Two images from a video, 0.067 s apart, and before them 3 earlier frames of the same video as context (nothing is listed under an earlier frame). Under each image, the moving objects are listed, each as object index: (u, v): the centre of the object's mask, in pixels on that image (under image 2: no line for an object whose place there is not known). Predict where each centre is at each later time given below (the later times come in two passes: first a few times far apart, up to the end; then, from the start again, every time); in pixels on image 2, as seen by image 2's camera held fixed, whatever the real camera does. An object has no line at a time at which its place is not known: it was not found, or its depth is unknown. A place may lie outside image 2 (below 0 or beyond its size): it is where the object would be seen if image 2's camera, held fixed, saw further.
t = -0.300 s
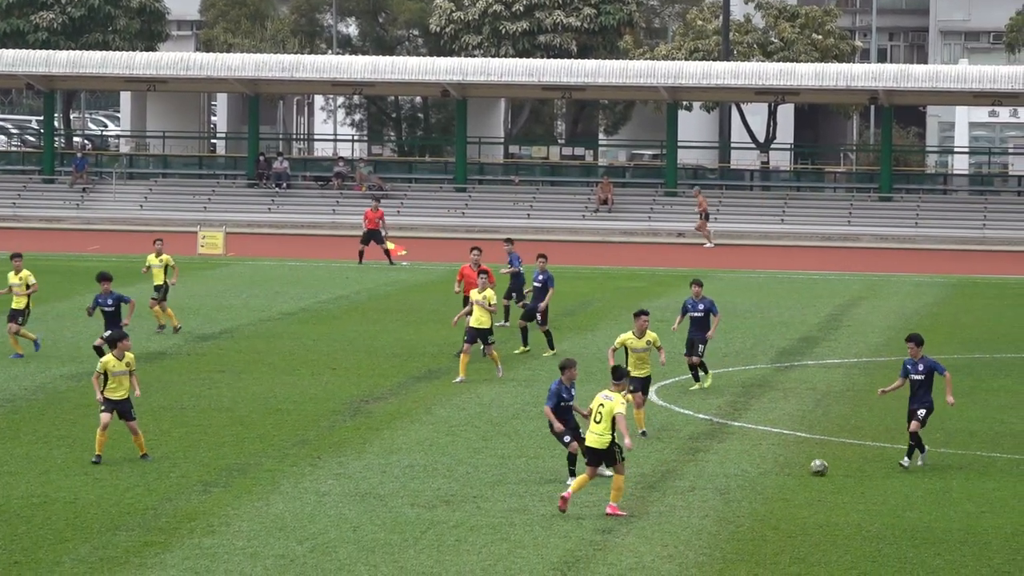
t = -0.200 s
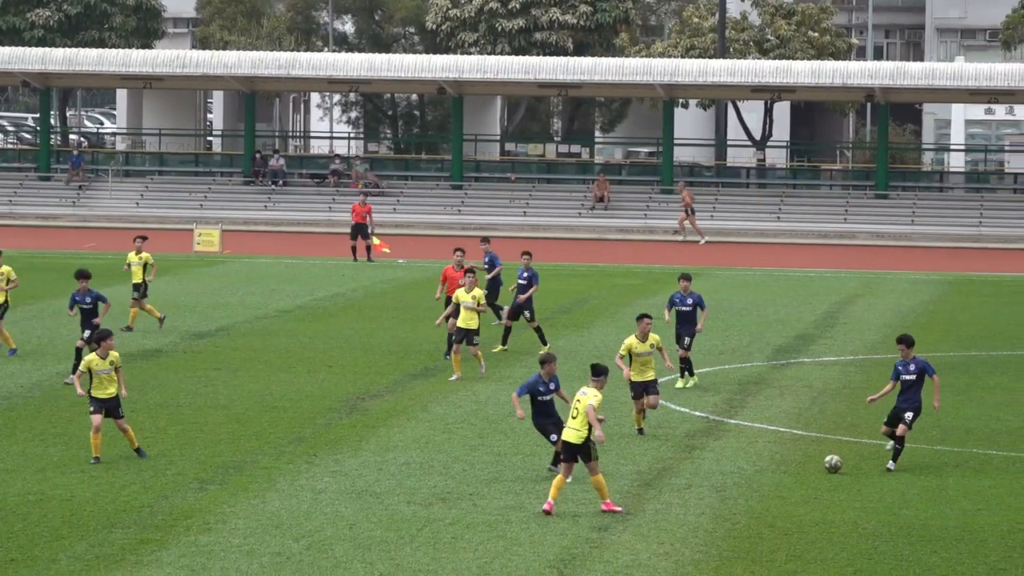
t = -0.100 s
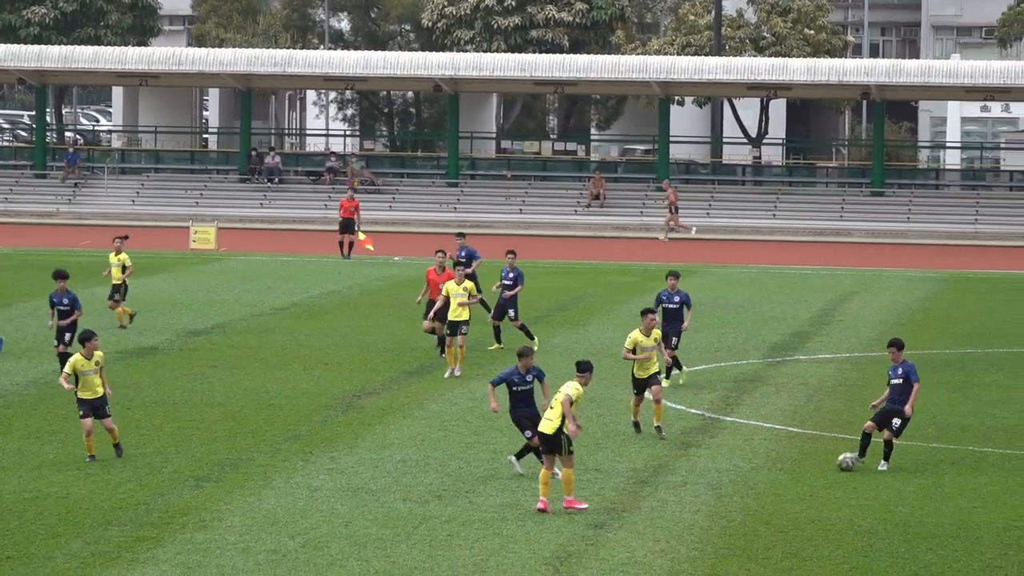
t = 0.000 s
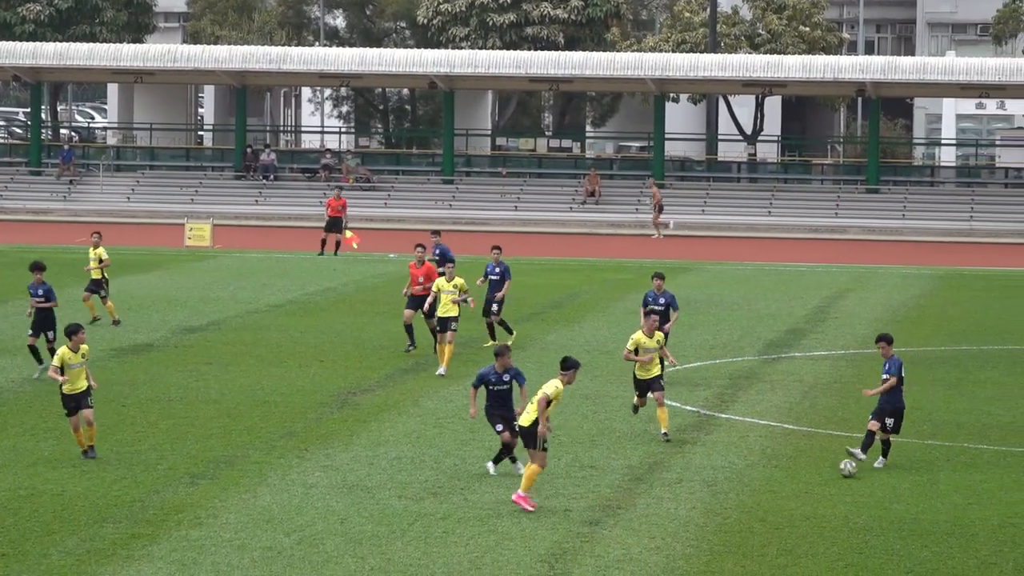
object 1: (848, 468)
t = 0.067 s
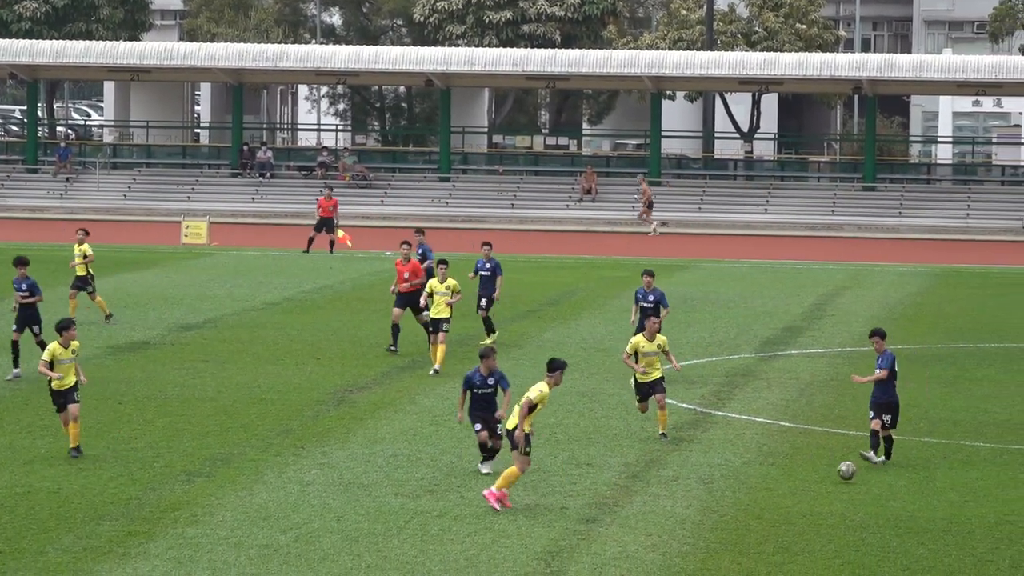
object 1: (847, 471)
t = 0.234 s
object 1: (853, 494)
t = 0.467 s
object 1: (865, 522)
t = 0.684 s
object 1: (879, 550)
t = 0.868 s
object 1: (891, 575)
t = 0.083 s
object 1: (847, 473)
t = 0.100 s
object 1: (847, 475)
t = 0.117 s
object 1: (848, 478)
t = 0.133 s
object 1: (849, 481)
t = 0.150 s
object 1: (849, 484)
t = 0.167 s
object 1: (851, 488)
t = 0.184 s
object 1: (851, 492)
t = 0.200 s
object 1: (852, 493)
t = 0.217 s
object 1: (853, 494)
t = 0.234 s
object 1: (853, 494)
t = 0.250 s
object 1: (854, 494)
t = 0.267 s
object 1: (855, 495)
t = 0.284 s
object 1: (855, 496)
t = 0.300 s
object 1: (857, 497)
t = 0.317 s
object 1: (857, 499)
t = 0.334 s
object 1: (858, 500)
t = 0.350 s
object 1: (859, 503)
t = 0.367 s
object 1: (860, 505)
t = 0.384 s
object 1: (861, 508)
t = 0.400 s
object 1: (861, 511)
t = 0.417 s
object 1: (862, 514)
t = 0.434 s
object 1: (863, 518)
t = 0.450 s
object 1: (864, 521)
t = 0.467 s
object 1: (865, 522)
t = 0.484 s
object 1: (866, 523)
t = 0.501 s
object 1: (867, 524)
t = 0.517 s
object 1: (868, 525)
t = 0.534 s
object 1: (870, 526)
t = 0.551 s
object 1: (870, 528)
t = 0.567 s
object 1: (871, 530)
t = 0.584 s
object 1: (873, 532)
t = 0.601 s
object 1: (874, 535)
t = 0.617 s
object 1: (875, 538)
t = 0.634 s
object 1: (875, 541)
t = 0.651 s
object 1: (877, 545)
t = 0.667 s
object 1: (878, 548)
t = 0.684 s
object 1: (879, 550)
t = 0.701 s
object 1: (880, 552)
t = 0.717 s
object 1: (881, 553)
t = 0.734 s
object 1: (882, 554)
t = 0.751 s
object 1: (883, 556)
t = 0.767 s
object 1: (885, 558)
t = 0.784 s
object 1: (885, 560)
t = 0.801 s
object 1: (887, 563)
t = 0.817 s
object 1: (888, 566)
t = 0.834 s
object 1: (889, 569)
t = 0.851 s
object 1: (890, 573)
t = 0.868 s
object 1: (891, 575)
